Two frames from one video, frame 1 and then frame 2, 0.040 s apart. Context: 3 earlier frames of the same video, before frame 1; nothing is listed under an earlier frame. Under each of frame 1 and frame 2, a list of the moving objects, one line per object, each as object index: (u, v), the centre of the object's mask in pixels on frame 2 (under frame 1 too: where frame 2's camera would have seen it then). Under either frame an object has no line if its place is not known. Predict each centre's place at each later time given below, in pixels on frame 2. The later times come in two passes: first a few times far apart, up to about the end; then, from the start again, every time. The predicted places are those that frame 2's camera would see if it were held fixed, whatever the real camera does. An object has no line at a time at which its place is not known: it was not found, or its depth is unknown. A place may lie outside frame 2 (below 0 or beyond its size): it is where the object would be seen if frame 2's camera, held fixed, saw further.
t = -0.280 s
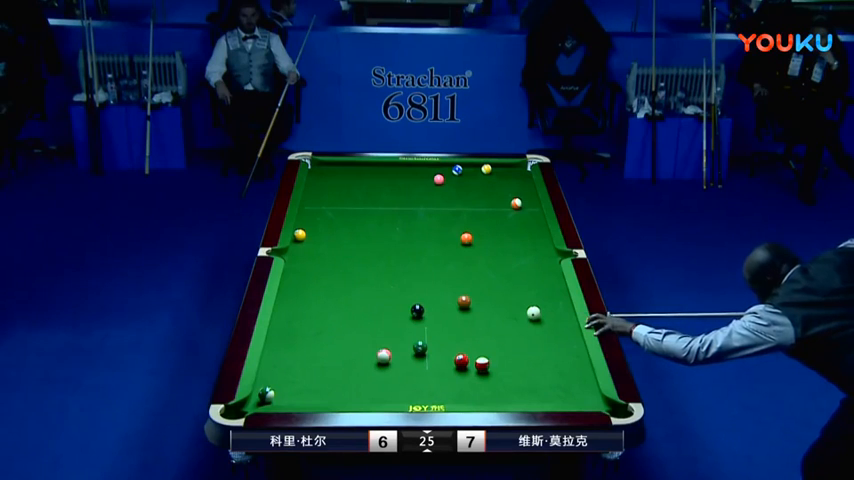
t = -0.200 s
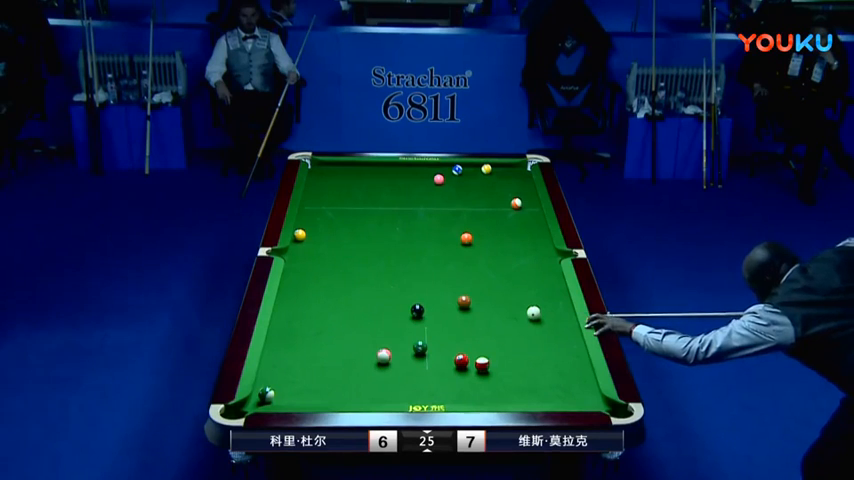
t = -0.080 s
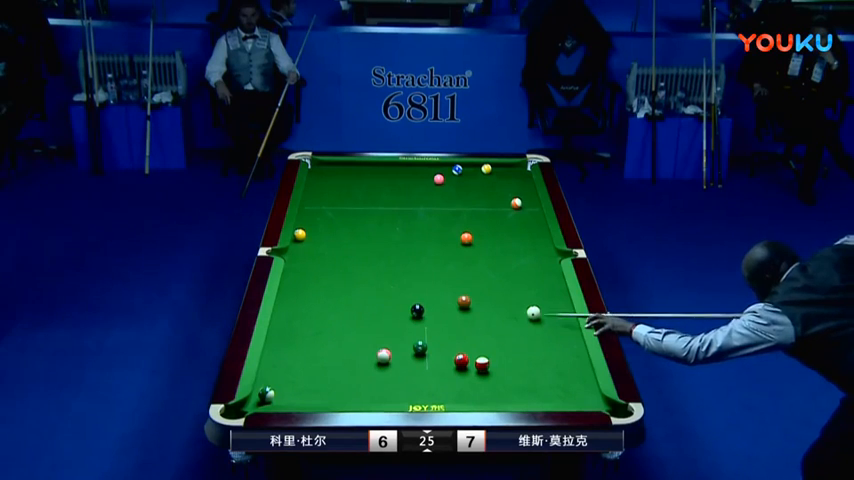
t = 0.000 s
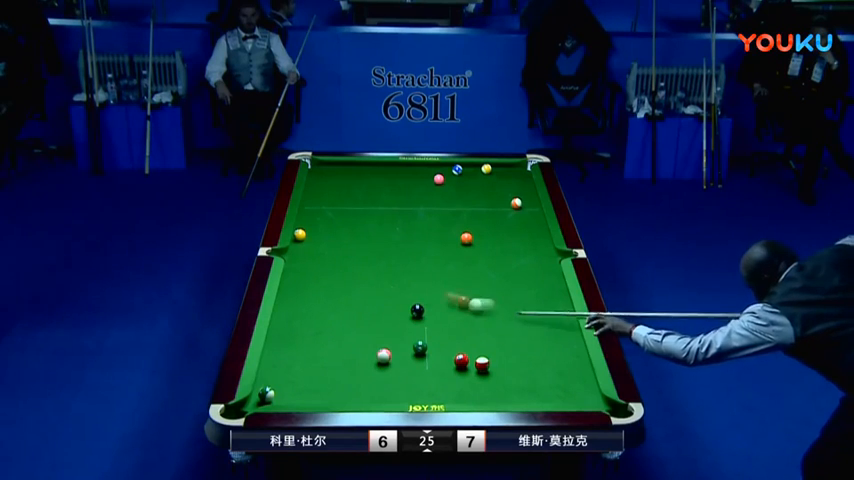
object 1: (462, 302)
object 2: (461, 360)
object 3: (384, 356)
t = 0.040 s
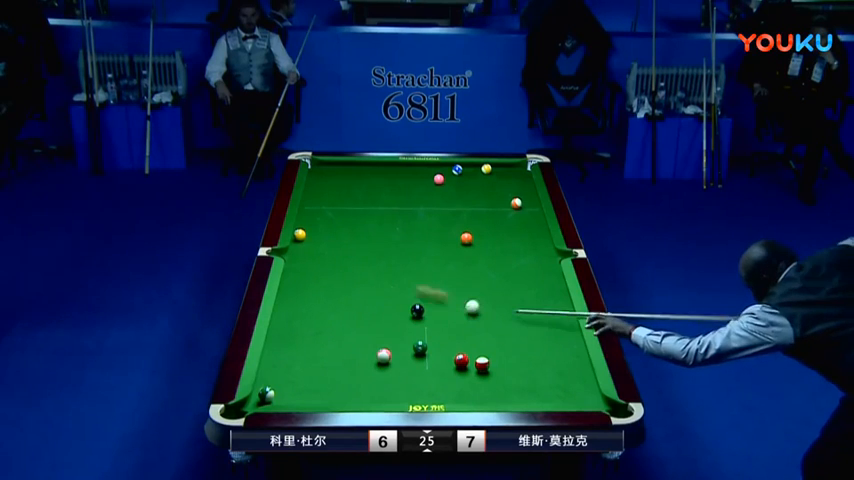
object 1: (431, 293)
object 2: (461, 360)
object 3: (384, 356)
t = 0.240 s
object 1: (296, 262)
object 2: (461, 360)
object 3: (384, 356)
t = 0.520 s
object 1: (365, 281)
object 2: (461, 360)
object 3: (384, 356)
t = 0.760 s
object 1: (439, 310)
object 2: (461, 360)
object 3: (384, 356)
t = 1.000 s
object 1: (512, 340)
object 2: (462, 365)
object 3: (384, 356)
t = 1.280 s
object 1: (575, 376)
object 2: (466, 375)
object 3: (384, 356)
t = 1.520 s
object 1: (531, 398)
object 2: (468, 382)
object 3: (384, 356)
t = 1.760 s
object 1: (483, 381)
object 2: (470, 389)
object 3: (384, 356)
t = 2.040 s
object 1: (451, 369)
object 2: (473, 395)
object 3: (384, 356)
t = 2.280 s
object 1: (443, 364)
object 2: (475, 399)
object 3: (376, 356)
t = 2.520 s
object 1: (435, 360)
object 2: (475, 398)
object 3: (358, 357)
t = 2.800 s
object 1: (427, 356)
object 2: (475, 396)
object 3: (339, 358)
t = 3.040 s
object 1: (424, 355)
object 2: (475, 395)
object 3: (324, 359)
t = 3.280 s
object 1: (422, 354)
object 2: (474, 394)
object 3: (310, 360)
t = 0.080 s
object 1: (401, 287)
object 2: (461, 360)
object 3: (384, 356)
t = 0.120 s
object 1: (373, 280)
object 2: (461, 360)
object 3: (384, 355)
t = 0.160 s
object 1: (346, 274)
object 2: (461, 360)
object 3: (384, 356)
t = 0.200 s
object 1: (320, 267)
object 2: (461, 360)
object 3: (384, 356)
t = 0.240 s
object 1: (296, 262)
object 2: (461, 360)
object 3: (384, 356)
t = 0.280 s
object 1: (286, 253)
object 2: (461, 360)
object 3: (384, 355)
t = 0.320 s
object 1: (296, 255)
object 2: (461, 360)
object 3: (384, 356)
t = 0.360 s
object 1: (309, 260)
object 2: (461, 360)
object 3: (384, 356)
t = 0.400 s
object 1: (323, 265)
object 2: (461, 360)
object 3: (384, 356)
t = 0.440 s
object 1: (337, 270)
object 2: (461, 360)
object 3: (384, 356)
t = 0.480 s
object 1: (351, 276)
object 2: (461, 360)
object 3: (384, 356)
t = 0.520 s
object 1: (365, 281)
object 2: (461, 360)
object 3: (384, 356)
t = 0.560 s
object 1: (378, 286)
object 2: (461, 360)
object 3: (384, 356)
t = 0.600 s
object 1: (391, 291)
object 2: (461, 360)
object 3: (384, 356)
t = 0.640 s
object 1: (403, 296)
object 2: (461, 360)
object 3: (384, 356)
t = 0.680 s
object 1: (415, 299)
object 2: (461, 360)
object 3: (384, 356)
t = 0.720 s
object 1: (428, 305)
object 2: (461, 360)
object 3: (384, 356)
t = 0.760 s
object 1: (439, 310)
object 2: (461, 360)
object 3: (384, 356)
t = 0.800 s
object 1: (451, 315)
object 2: (461, 360)
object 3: (384, 356)
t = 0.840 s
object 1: (463, 319)
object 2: (461, 361)
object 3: (384, 356)
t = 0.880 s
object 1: (475, 324)
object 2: (461, 361)
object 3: (384, 356)
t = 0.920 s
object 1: (487, 329)
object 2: (462, 362)
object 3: (384, 356)
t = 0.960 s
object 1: (500, 334)
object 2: (462, 363)
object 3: (384, 356)
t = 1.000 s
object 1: (512, 340)
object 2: (462, 365)
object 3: (384, 356)
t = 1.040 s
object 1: (524, 344)
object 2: (463, 366)
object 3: (384, 356)
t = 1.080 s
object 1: (537, 350)
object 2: (463, 367)
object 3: (384, 355)
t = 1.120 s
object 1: (550, 355)
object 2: (464, 369)
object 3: (384, 356)
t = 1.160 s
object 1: (564, 360)
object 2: (464, 370)
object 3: (384, 356)
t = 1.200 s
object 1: (577, 365)
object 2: (465, 372)
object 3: (384, 356)
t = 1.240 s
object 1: (583, 371)
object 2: (465, 373)
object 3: (384, 355)
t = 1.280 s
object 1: (575, 376)
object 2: (466, 375)
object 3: (384, 356)
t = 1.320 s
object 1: (567, 380)
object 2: (466, 375)
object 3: (384, 356)
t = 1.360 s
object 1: (559, 385)
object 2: (467, 377)
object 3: (384, 356)
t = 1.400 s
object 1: (552, 391)
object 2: (467, 378)
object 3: (384, 356)
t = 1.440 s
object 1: (545, 394)
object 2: (467, 379)
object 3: (384, 356)
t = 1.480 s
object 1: (539, 397)
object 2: (468, 380)
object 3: (384, 356)
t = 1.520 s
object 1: (531, 398)
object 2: (468, 382)
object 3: (384, 356)
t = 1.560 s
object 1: (522, 396)
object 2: (468, 383)
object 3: (384, 356)
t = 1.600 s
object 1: (515, 394)
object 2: (469, 384)
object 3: (384, 356)
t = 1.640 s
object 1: (507, 392)
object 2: (469, 385)
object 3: (384, 356)
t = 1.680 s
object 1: (499, 388)
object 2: (470, 386)
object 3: (384, 355)
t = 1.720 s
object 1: (491, 384)
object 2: (470, 387)
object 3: (384, 356)
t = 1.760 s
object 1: (483, 381)
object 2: (470, 389)
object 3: (384, 356)
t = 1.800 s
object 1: (474, 377)
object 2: (471, 390)
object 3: (384, 356)
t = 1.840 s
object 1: (466, 375)
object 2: (471, 391)
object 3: (384, 355)
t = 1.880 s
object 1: (459, 373)
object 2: (471, 391)
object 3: (384, 355)
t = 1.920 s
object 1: (454, 370)
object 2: (472, 392)
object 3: (384, 356)
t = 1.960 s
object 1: (453, 370)
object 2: (472, 393)
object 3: (384, 356)
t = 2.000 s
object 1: (452, 369)
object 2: (472, 394)
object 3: (384, 356)
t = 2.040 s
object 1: (451, 369)
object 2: (473, 395)
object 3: (384, 356)
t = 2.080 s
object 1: (450, 368)
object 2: (473, 396)
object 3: (384, 356)
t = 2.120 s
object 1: (448, 367)
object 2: (473, 397)
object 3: (384, 356)
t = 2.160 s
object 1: (447, 366)
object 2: (474, 397)
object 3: (384, 356)
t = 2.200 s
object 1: (445, 366)
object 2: (474, 398)
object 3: (383, 356)
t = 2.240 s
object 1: (444, 365)
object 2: (474, 398)
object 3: (380, 356)
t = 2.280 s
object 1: (443, 364)
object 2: (475, 399)
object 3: (376, 356)
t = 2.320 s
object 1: (441, 363)
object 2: (475, 399)
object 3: (373, 356)
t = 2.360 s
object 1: (440, 363)
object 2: (475, 399)
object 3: (370, 356)
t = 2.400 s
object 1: (439, 362)
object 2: (475, 398)
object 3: (367, 356)
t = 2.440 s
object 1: (437, 361)
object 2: (475, 398)
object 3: (364, 357)
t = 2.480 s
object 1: (436, 360)
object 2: (475, 398)
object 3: (361, 357)
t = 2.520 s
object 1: (435, 360)
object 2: (475, 398)
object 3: (358, 357)
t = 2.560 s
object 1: (434, 359)
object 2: (475, 397)
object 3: (355, 357)
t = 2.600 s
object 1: (433, 359)
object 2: (475, 397)
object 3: (353, 357)
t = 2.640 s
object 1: (432, 358)
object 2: (475, 397)
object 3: (350, 357)
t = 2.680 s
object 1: (431, 357)
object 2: (475, 396)
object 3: (347, 357)
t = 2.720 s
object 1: (430, 357)
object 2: (475, 396)
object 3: (344, 358)
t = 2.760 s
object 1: (429, 357)
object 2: (475, 396)
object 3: (342, 358)
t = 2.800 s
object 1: (427, 356)
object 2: (475, 396)
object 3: (339, 358)
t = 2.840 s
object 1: (426, 356)
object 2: (475, 396)
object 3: (337, 358)
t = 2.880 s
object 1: (426, 355)
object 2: (475, 396)
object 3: (334, 359)
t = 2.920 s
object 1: (425, 355)
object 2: (475, 396)
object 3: (332, 359)
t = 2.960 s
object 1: (425, 355)
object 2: (475, 395)
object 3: (329, 358)
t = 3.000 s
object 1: (424, 355)
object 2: (475, 395)
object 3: (327, 359)
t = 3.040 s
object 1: (424, 355)
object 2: (475, 395)
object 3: (324, 359)
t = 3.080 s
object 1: (423, 355)
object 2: (475, 395)
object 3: (322, 359)
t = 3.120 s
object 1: (423, 354)
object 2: (475, 395)
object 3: (319, 359)
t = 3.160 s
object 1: (423, 354)
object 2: (475, 395)
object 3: (317, 359)
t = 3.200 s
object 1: (422, 354)
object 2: (475, 394)
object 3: (315, 359)
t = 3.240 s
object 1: (422, 354)
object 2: (474, 394)
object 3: (312, 359)
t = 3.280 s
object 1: (422, 354)
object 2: (474, 394)
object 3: (310, 360)
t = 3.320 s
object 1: (422, 354)
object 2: (474, 394)
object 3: (308, 360)
